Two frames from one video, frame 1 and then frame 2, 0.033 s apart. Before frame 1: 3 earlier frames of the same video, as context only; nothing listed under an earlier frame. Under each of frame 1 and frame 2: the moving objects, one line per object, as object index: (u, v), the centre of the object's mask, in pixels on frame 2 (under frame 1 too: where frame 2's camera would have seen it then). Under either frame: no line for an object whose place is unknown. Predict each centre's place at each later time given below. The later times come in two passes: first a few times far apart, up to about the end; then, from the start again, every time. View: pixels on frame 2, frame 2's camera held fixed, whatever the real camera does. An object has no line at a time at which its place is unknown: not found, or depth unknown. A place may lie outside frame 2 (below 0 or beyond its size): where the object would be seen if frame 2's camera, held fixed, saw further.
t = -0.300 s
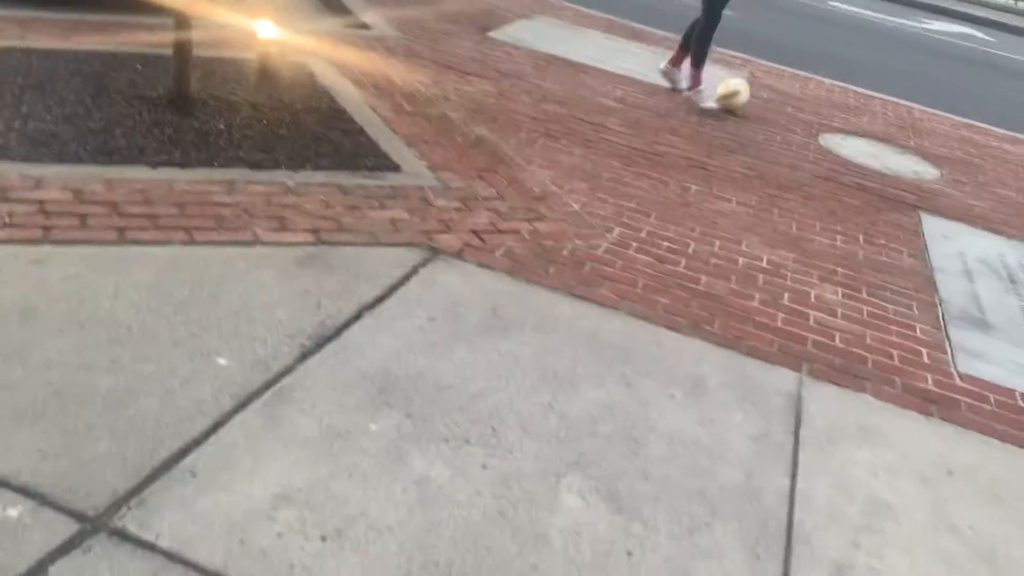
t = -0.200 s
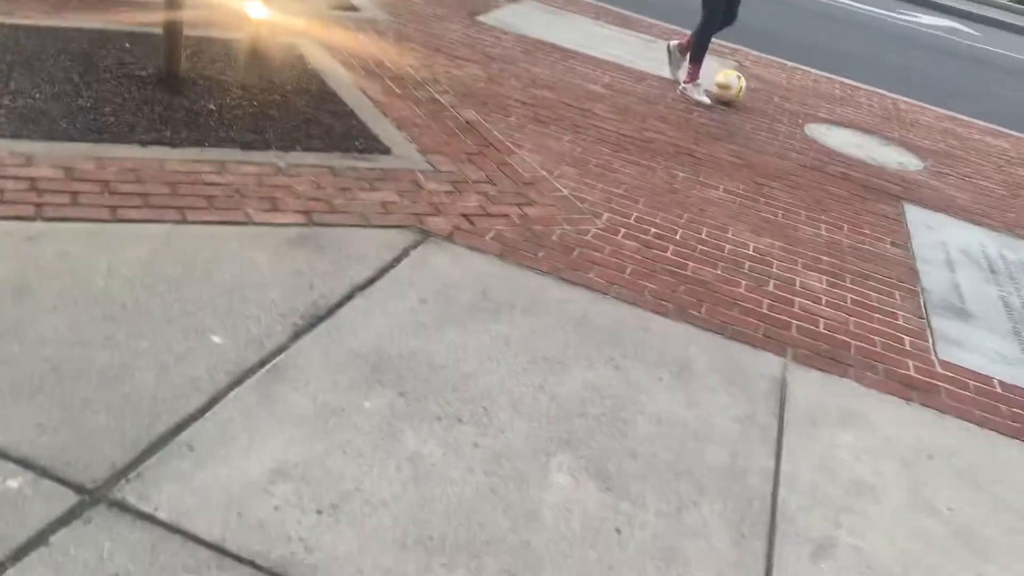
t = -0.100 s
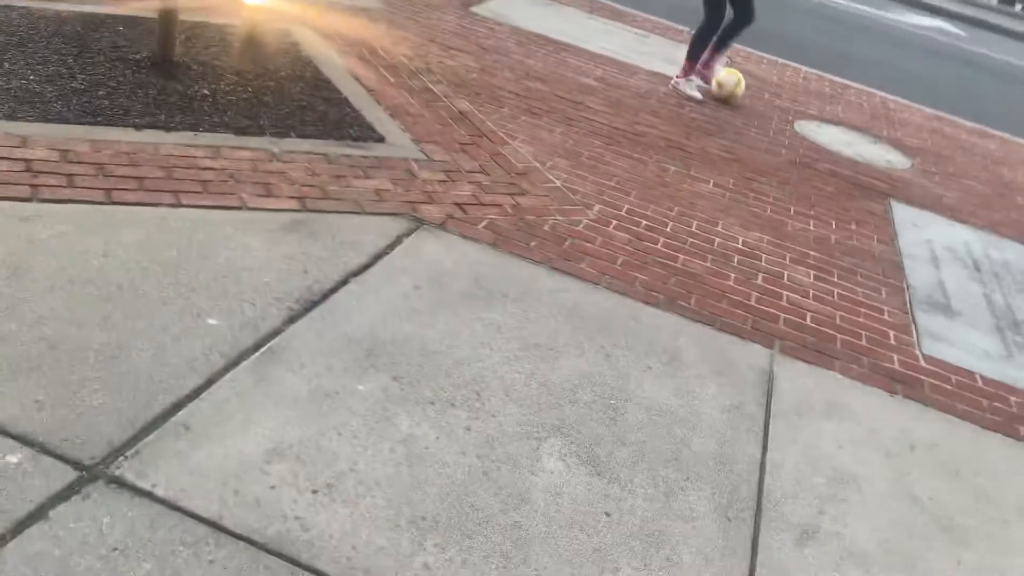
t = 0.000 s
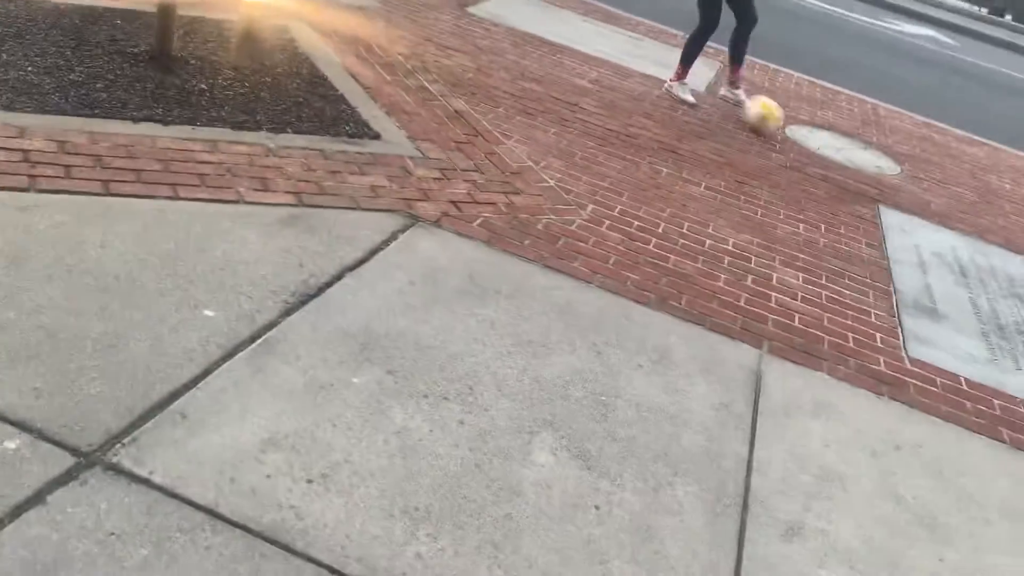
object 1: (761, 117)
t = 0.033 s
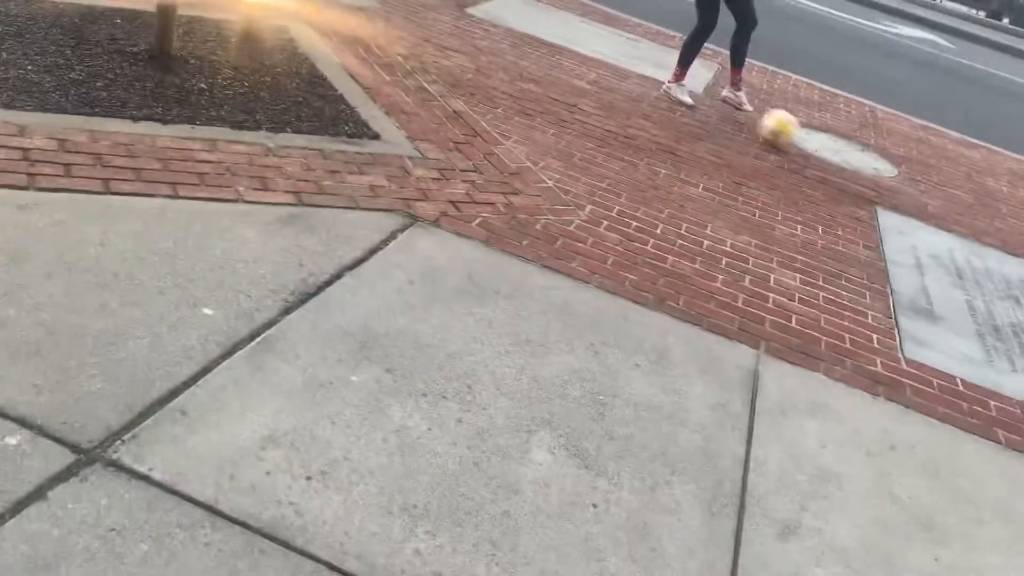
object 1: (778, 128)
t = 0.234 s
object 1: (894, 206)
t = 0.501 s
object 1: (1043, 315)
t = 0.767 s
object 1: (1246, 455)
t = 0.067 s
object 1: (796, 139)
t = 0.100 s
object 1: (819, 153)
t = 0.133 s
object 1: (835, 164)
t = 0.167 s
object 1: (857, 179)
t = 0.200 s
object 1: (875, 193)
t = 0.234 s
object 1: (894, 206)
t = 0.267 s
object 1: (913, 218)
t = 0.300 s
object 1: (932, 233)
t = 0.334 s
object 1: (947, 245)
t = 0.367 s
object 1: (963, 257)
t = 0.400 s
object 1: (985, 272)
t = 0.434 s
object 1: (1001, 284)
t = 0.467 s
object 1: (1022, 300)
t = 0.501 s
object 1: (1043, 315)
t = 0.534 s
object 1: (1065, 329)
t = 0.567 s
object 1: (1088, 347)
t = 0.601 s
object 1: (1111, 362)
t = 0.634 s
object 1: (1136, 377)
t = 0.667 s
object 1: (1162, 398)
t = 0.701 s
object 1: (1188, 416)
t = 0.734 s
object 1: (1217, 433)
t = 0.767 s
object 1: (1246, 455)
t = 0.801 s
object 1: (1277, 475)
